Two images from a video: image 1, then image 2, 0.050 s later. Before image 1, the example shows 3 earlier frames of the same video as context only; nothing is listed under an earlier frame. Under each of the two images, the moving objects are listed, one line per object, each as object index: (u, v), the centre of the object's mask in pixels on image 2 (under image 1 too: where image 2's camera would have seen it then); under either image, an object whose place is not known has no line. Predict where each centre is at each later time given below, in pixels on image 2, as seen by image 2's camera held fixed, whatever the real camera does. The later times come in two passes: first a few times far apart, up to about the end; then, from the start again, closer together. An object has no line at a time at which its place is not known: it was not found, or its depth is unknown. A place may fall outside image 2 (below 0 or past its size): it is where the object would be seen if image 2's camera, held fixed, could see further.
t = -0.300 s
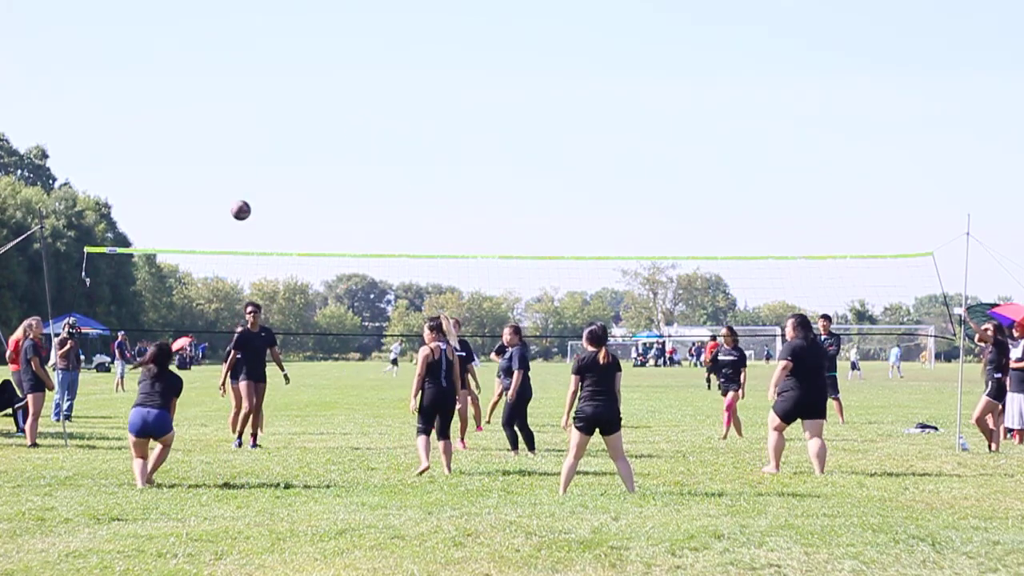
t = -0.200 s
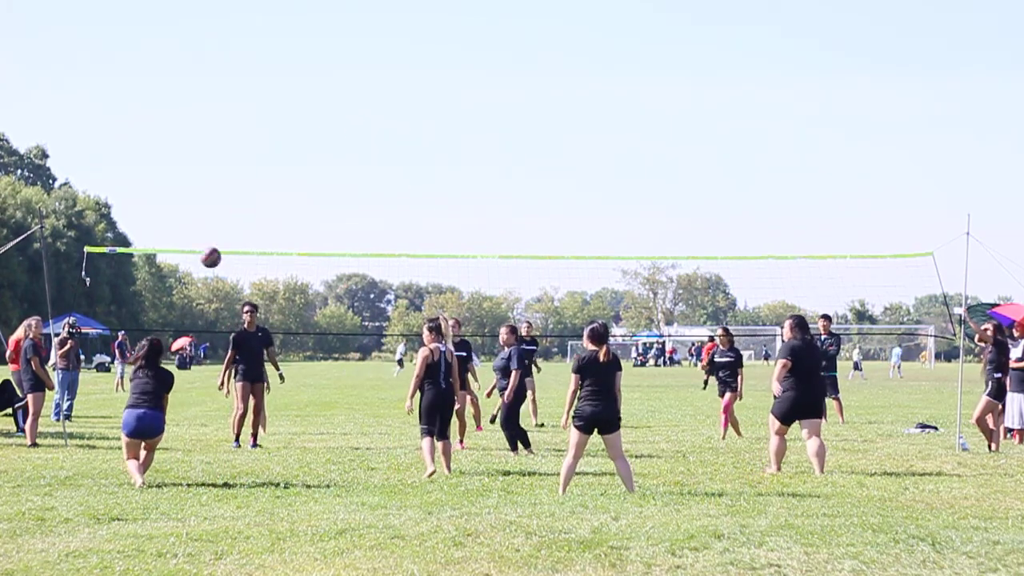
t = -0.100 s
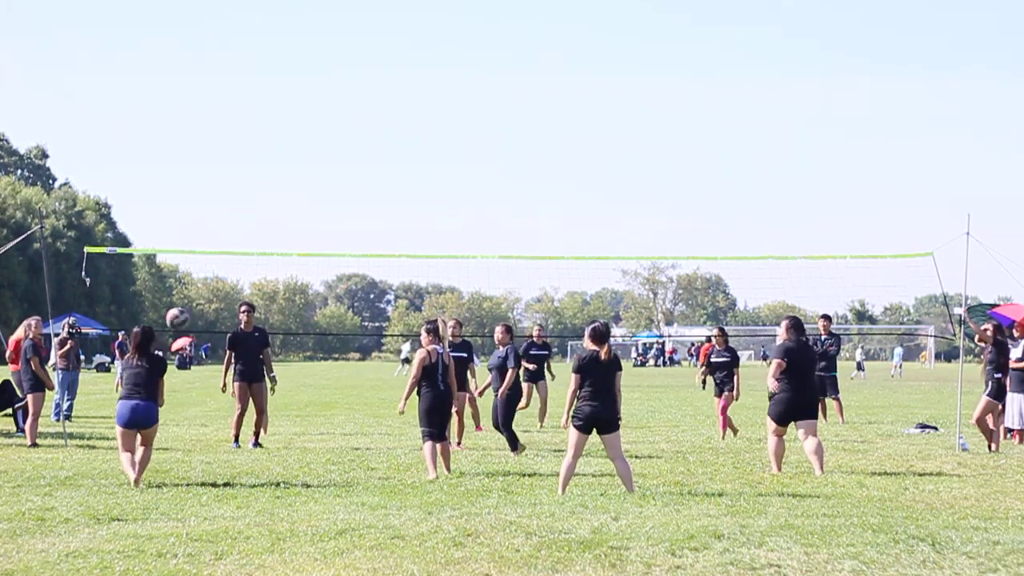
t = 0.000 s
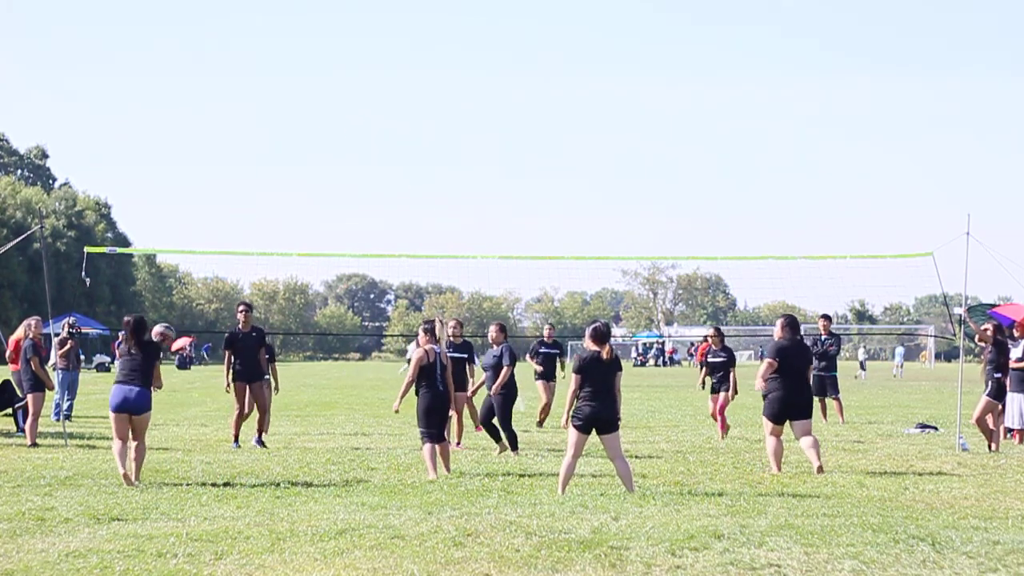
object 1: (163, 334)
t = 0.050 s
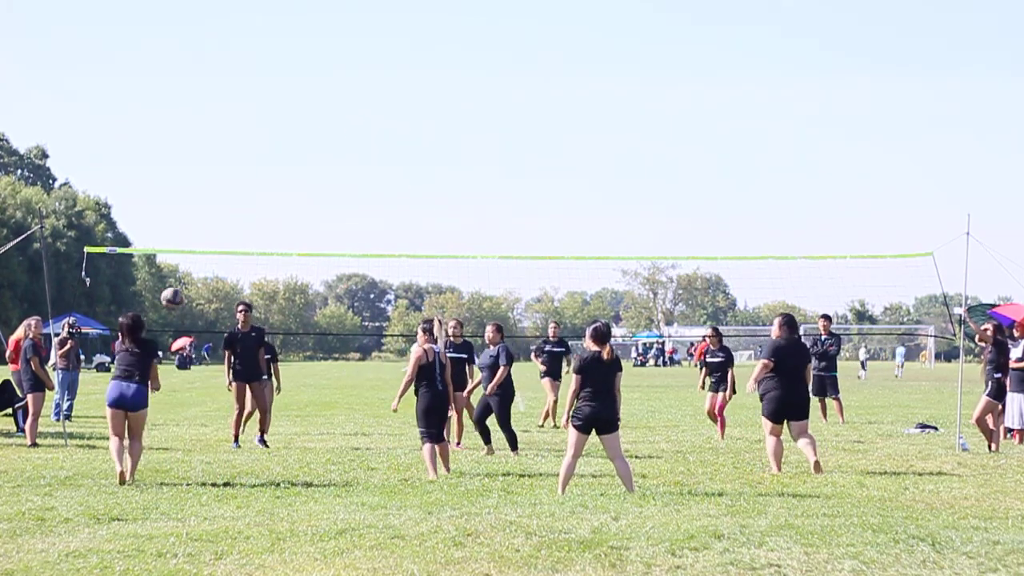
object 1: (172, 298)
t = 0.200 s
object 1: (199, 211)
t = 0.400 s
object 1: (231, 132)
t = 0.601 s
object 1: (261, 97)
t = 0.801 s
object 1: (288, 101)
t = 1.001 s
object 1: (312, 142)
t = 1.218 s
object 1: (337, 226)
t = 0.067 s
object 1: (174, 287)
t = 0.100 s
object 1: (183, 267)
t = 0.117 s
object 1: (185, 256)
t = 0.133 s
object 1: (188, 247)
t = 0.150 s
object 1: (190, 237)
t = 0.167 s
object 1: (194, 228)
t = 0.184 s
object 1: (197, 219)
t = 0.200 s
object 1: (199, 211)
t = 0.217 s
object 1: (201, 202)
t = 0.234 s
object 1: (204, 194)
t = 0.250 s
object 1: (208, 186)
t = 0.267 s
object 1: (210, 179)
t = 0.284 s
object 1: (213, 172)
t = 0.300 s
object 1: (215, 165)
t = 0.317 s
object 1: (218, 159)
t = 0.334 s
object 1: (221, 153)
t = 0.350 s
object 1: (223, 147)
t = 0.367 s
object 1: (226, 142)
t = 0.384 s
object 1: (229, 137)
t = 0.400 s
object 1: (231, 132)
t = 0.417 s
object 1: (234, 128)
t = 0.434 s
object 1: (236, 124)
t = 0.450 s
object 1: (239, 120)
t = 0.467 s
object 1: (241, 116)
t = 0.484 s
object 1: (243, 112)
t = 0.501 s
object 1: (246, 110)
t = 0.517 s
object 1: (248, 106)
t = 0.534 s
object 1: (251, 104)
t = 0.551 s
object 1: (253, 102)
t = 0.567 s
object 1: (256, 100)
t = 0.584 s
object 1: (258, 98)
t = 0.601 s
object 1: (261, 97)
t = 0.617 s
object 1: (263, 96)
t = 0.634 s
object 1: (265, 95)
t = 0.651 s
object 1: (268, 94)
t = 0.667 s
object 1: (270, 94)
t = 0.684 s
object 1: (272, 94)
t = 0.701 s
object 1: (275, 94)
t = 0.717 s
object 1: (277, 95)
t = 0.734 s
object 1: (279, 95)
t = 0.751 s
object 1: (281, 97)
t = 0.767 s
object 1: (283, 98)
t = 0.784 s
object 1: (286, 100)
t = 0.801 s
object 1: (288, 101)
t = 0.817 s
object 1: (291, 103)
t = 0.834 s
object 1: (293, 106)
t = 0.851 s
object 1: (295, 108)
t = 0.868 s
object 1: (296, 111)
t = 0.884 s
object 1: (299, 114)
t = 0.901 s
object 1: (301, 118)
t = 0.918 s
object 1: (303, 121)
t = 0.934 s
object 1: (305, 125)
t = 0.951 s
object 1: (307, 129)
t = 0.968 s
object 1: (309, 134)
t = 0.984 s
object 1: (311, 138)
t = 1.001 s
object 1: (312, 142)
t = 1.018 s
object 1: (315, 148)
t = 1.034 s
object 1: (317, 153)
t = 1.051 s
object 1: (319, 158)
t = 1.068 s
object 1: (320, 164)
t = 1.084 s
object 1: (322, 170)
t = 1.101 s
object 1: (324, 176)
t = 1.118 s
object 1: (326, 183)
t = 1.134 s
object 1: (328, 189)
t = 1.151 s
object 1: (330, 196)
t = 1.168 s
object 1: (331, 203)
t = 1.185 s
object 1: (333, 211)
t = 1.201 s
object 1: (335, 218)
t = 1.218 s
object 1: (337, 226)
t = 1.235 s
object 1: (338, 235)
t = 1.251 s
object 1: (340, 243)
